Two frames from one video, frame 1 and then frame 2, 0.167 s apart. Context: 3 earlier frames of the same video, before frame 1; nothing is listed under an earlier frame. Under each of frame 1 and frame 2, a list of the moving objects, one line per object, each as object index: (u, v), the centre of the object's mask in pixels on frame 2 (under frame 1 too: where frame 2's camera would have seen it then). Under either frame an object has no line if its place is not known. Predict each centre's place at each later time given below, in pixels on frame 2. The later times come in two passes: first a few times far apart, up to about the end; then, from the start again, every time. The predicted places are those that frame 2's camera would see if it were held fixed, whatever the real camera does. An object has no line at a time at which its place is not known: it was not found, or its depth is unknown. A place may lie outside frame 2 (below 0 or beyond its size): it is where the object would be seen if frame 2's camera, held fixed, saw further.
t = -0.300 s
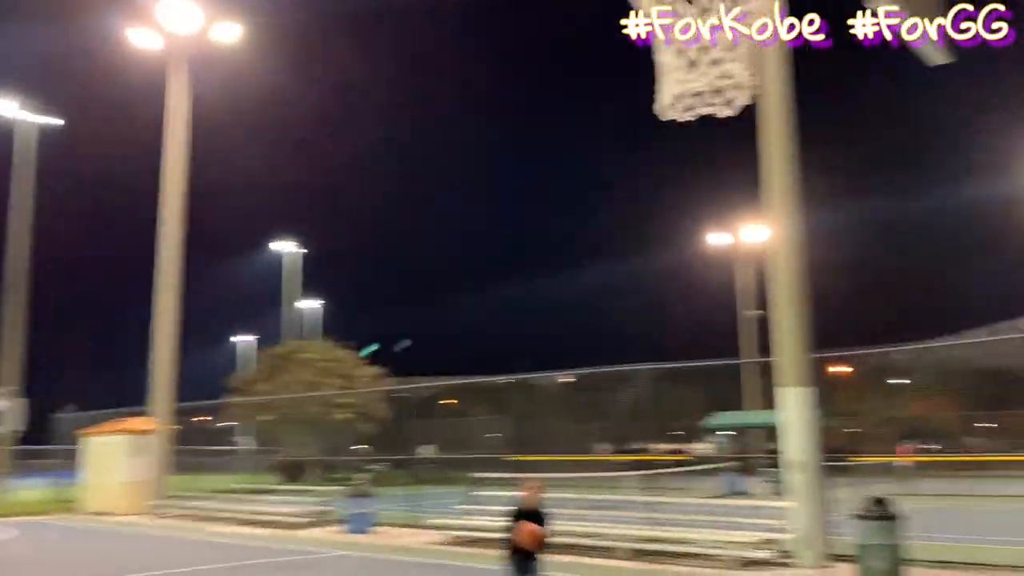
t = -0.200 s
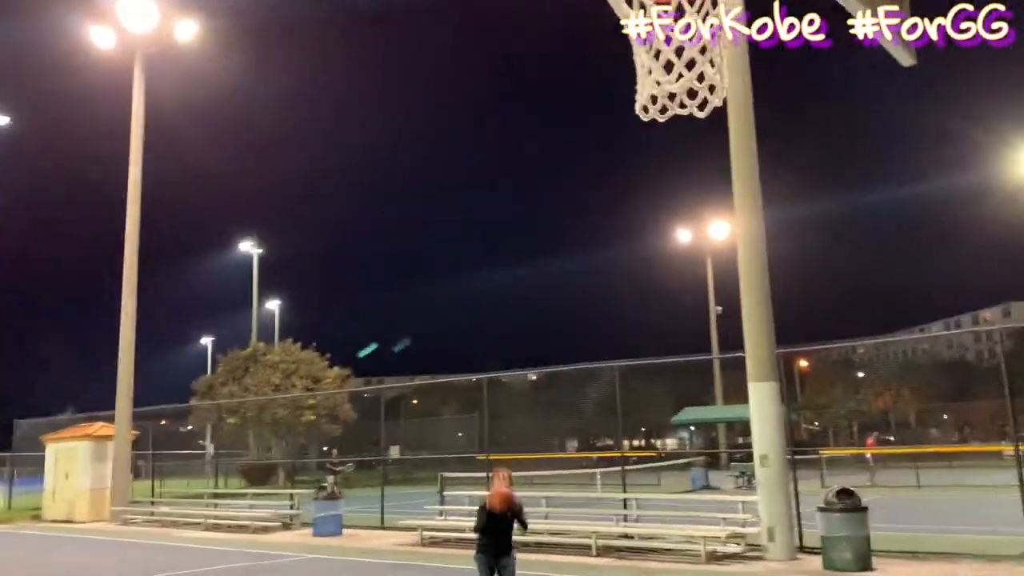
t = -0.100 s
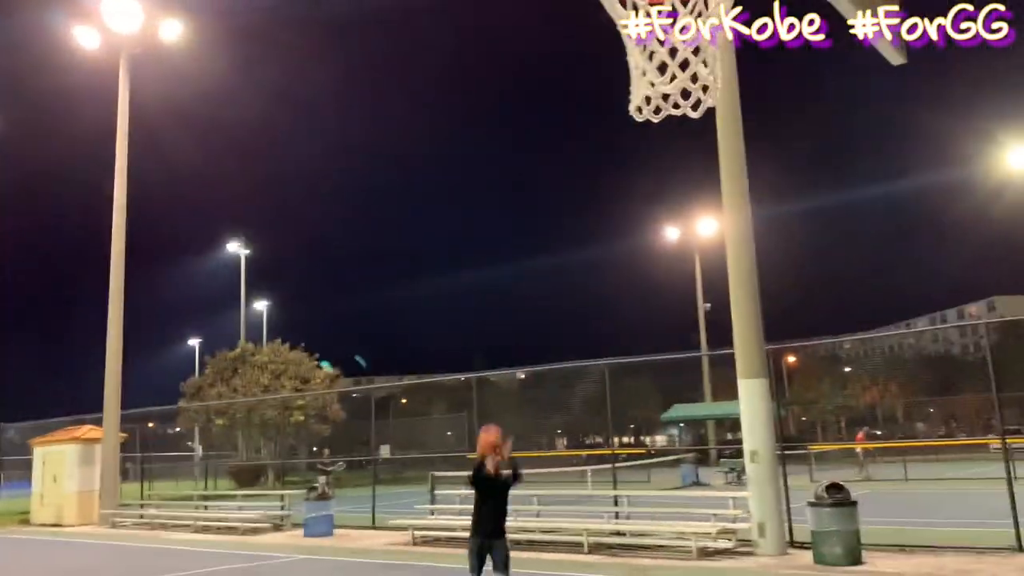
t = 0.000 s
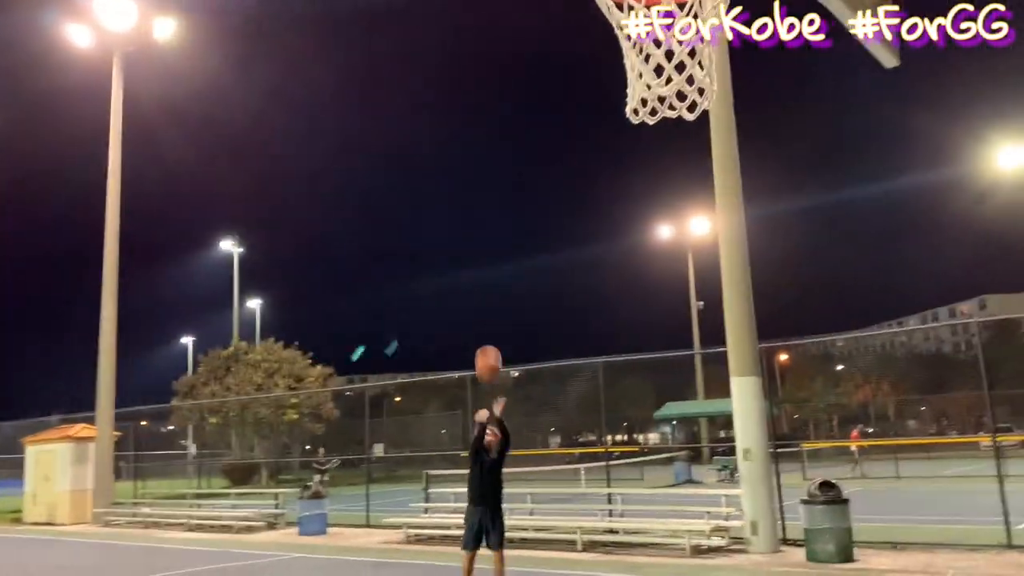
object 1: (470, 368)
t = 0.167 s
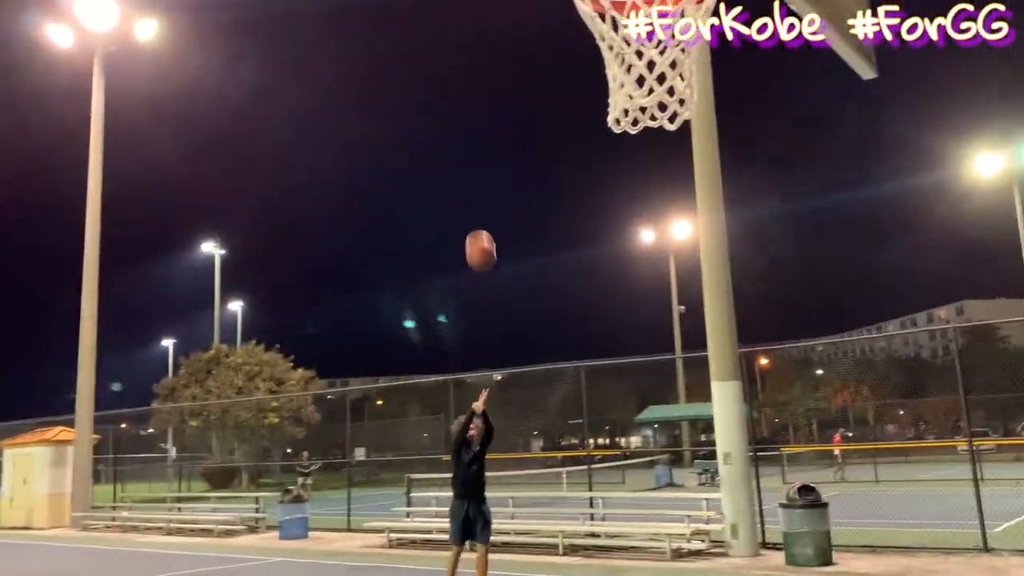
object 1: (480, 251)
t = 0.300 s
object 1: (490, 166)
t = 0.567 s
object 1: (516, 25)
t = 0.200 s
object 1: (483, 229)
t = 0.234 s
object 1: (485, 208)
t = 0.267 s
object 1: (488, 187)
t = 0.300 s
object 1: (490, 166)
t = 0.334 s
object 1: (493, 146)
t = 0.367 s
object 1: (495, 127)
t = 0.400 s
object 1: (498, 109)
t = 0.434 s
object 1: (501, 91)
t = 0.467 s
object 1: (504, 73)
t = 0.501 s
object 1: (508, 56)
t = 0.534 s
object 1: (512, 40)
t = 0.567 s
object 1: (516, 25)
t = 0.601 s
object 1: (521, 10)
